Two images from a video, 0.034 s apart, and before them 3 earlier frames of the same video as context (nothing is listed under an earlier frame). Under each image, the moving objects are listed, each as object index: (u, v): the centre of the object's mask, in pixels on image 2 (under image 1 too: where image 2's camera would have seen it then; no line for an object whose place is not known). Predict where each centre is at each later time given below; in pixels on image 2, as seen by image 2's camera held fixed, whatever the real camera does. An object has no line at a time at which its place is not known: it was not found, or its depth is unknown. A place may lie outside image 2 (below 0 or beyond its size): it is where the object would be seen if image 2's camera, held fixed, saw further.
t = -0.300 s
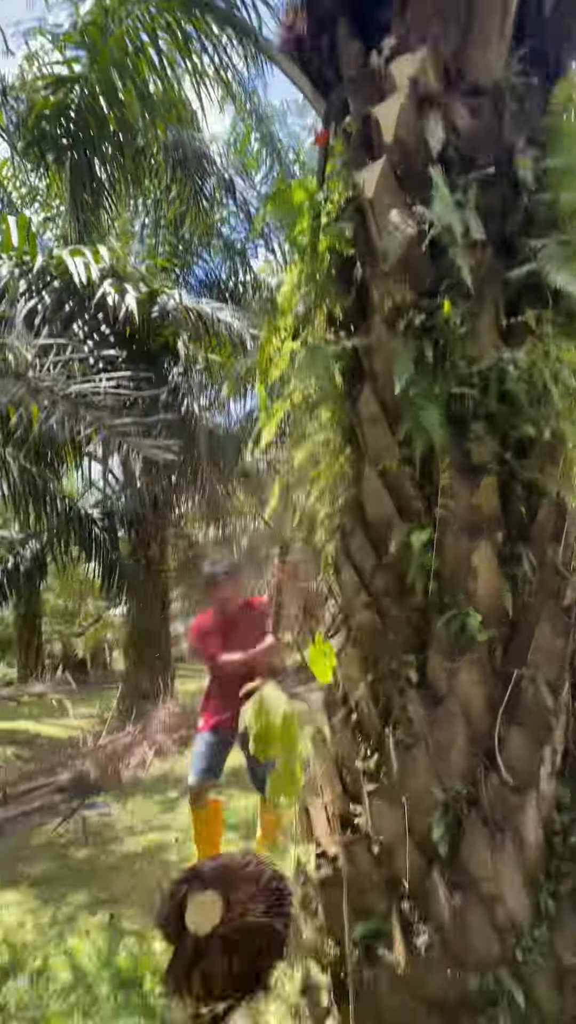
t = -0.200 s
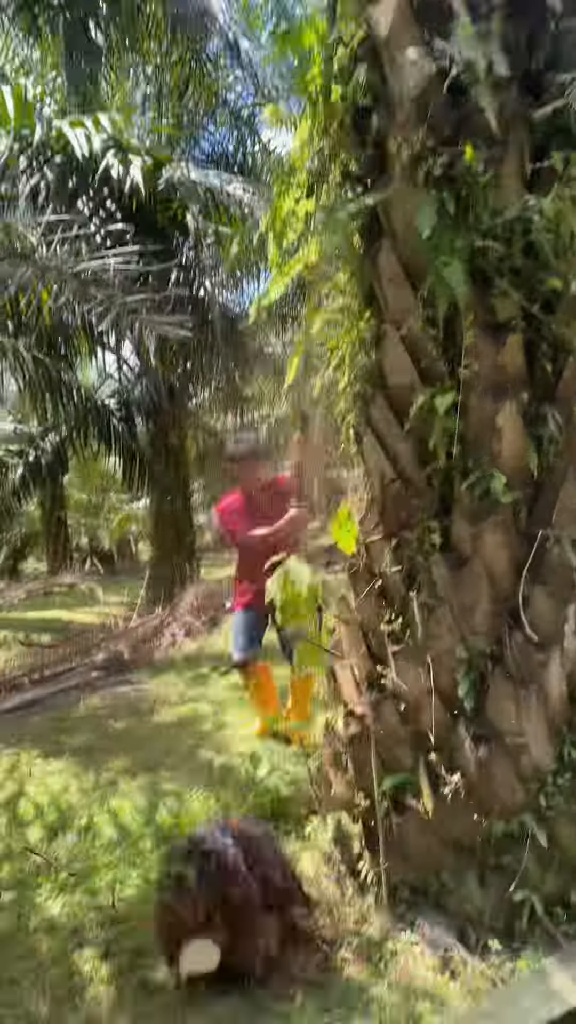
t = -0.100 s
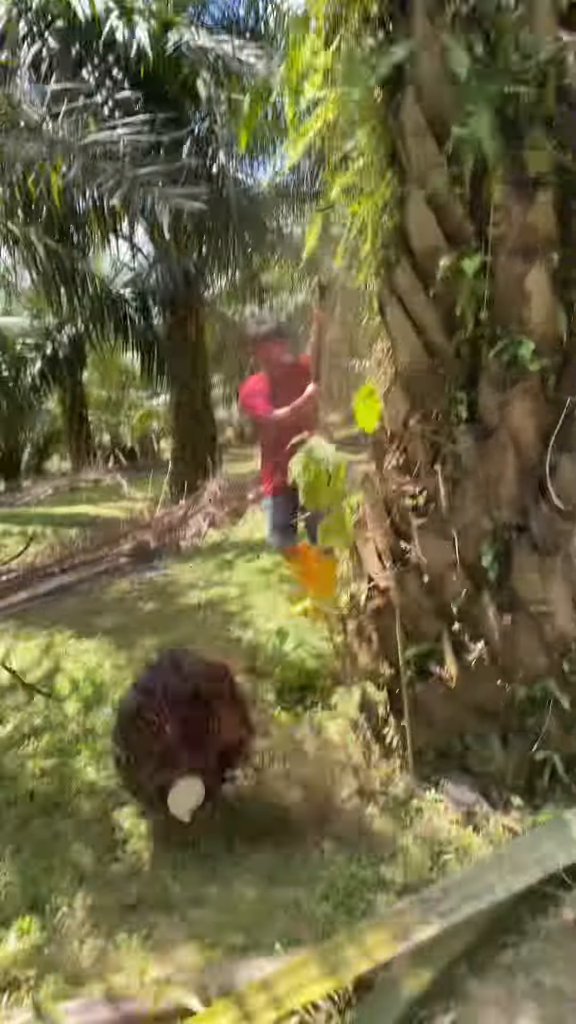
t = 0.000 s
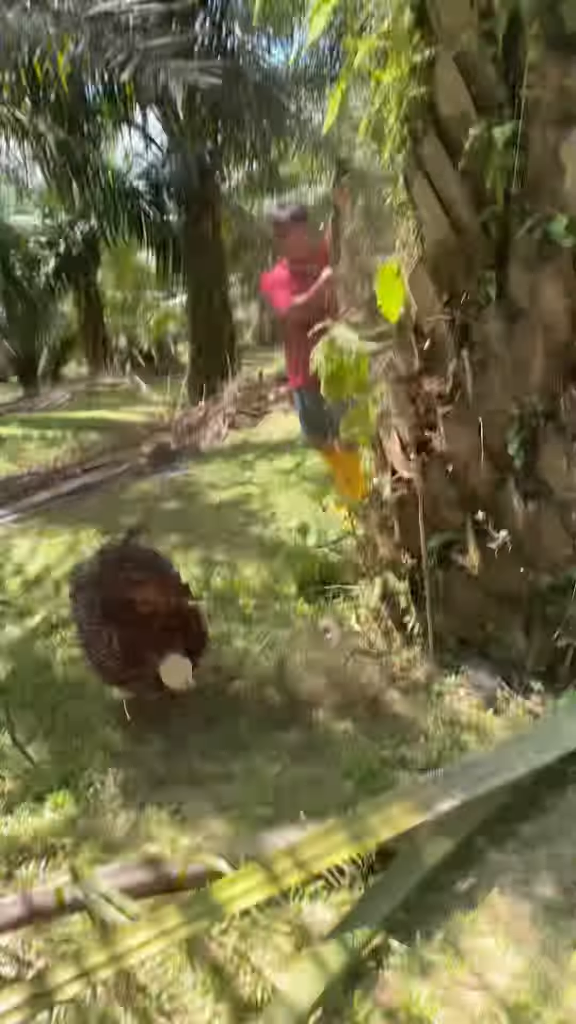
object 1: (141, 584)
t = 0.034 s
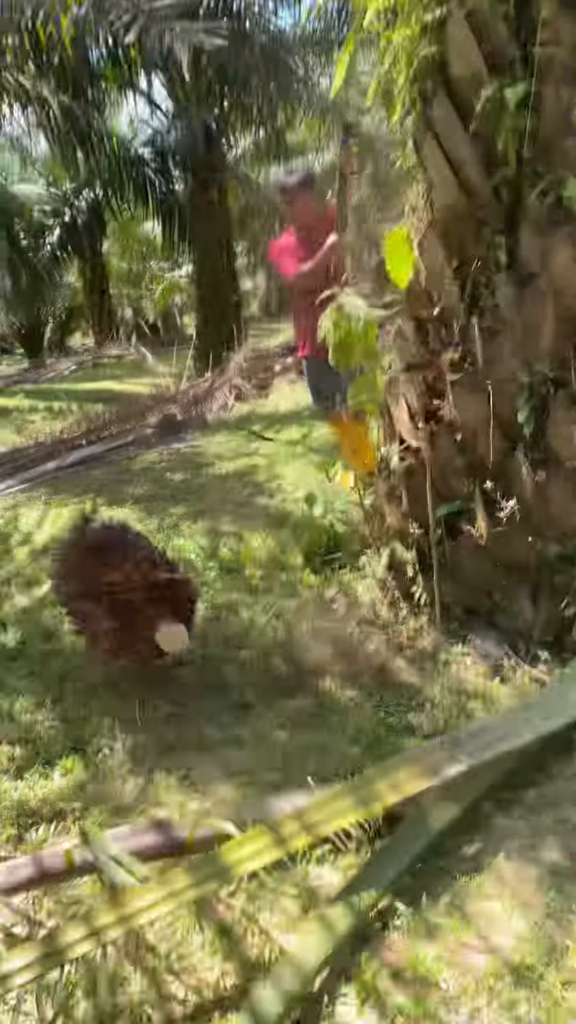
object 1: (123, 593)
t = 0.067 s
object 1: (98, 598)
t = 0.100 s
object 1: (80, 616)
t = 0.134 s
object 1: (56, 627)
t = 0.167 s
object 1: (43, 636)
